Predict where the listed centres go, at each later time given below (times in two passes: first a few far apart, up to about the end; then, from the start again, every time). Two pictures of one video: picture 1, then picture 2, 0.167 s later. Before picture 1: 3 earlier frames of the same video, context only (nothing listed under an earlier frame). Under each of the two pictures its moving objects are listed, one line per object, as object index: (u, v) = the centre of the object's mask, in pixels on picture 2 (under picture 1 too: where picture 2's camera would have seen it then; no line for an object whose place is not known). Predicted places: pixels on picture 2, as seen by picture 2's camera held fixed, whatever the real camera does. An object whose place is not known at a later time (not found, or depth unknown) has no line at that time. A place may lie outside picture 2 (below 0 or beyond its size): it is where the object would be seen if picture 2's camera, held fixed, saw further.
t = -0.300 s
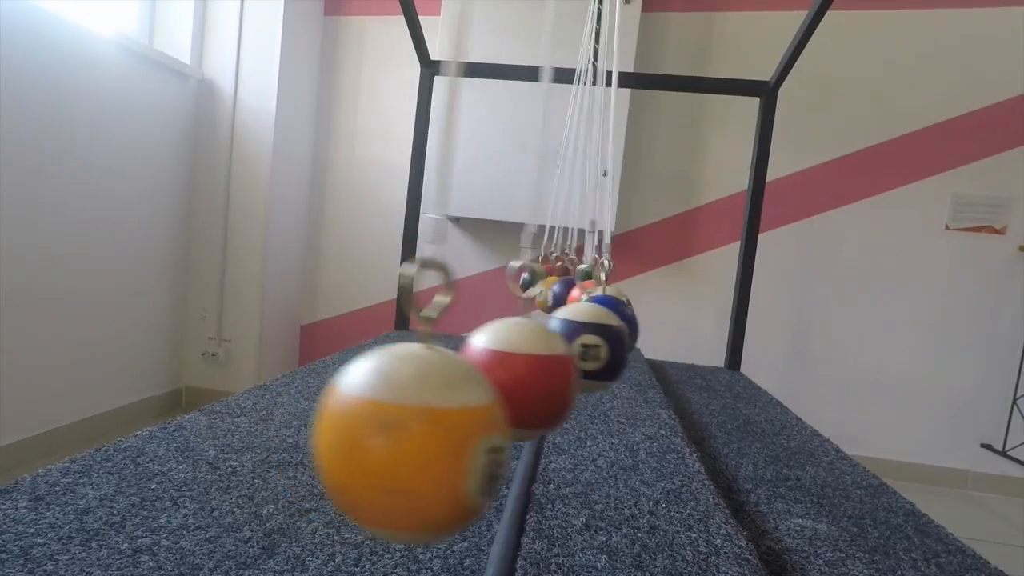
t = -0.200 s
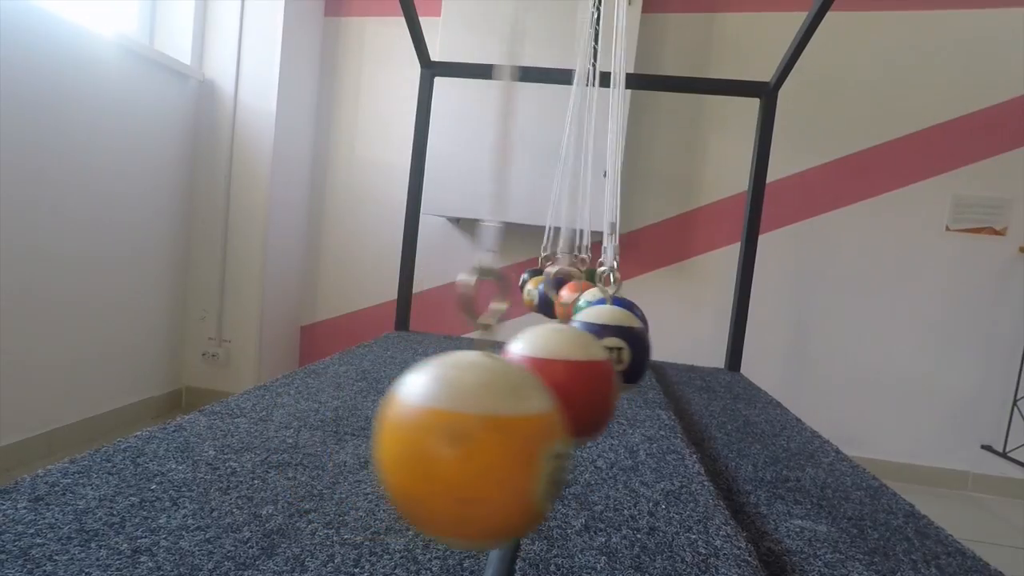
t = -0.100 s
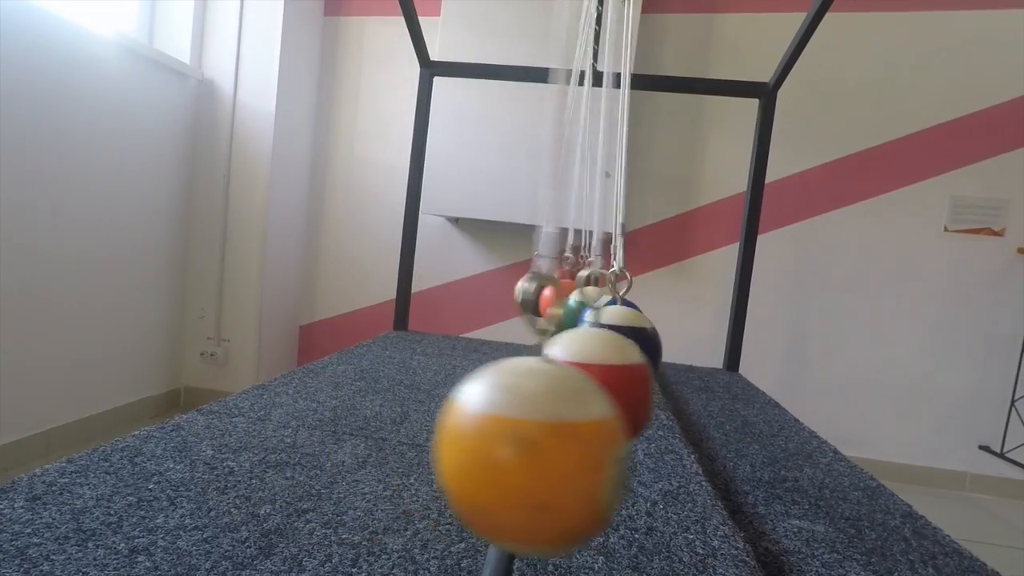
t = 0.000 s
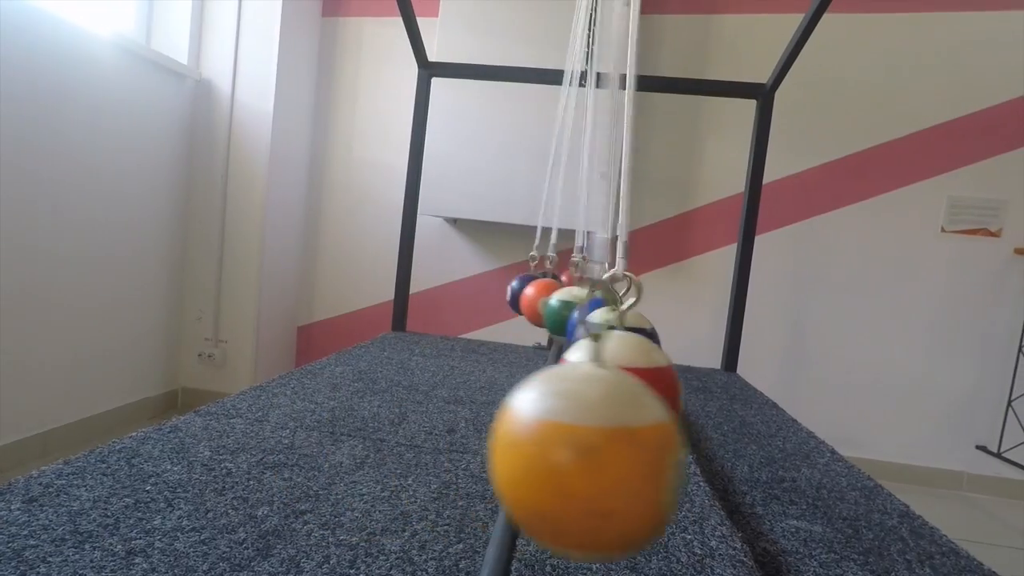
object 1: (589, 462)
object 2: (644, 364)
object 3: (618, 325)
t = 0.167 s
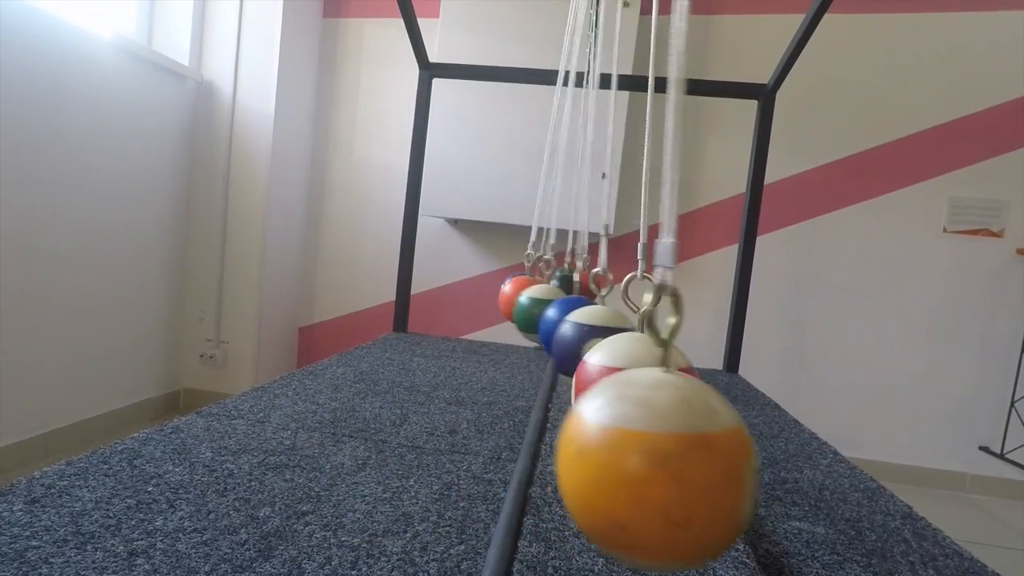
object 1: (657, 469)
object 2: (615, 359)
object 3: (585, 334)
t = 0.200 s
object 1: (665, 470)
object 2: (615, 362)
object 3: (578, 338)
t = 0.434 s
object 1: (652, 473)
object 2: (571, 371)
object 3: (517, 336)
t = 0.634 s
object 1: (552, 467)
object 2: (493, 358)
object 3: (463, 320)
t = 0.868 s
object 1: (406, 448)
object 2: (435, 339)
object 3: (479, 317)
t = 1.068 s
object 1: (325, 432)
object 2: (424, 351)
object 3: (489, 333)
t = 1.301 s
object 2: (456, 366)
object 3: (547, 344)
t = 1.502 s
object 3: (605, 347)
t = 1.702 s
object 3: (640, 330)
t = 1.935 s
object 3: (585, 339)
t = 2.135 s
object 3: (540, 342)
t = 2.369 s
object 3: (476, 331)
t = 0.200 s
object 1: (665, 470)
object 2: (615, 362)
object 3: (578, 338)
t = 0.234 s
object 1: (671, 471)
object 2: (613, 365)
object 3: (571, 338)
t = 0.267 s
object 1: (674, 472)
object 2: (609, 367)
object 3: (563, 338)
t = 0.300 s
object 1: (674, 473)
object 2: (604, 369)
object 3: (555, 339)
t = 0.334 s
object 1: (673, 473)
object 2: (597, 371)
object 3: (546, 338)
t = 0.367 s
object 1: (668, 474)
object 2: (589, 372)
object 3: (537, 338)
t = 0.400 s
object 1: (661, 473)
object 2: (581, 371)
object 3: (527, 338)
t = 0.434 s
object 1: (652, 473)
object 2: (571, 371)
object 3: (517, 336)
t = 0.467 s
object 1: (640, 473)
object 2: (559, 370)
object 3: (508, 334)
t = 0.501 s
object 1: (626, 472)
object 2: (547, 368)
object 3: (498, 332)
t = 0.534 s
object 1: (611, 471)
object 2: (534, 366)
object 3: (488, 330)
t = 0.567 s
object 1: (593, 469)
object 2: (522, 363)
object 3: (479, 327)
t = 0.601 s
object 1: (574, 468)
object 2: (509, 360)
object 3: (471, 323)
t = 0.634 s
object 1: (552, 467)
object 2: (493, 358)
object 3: (463, 320)
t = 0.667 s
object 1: (531, 465)
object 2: (482, 353)
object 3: (458, 316)
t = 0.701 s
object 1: (510, 463)
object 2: (468, 349)
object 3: (454, 311)
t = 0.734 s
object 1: (488, 460)
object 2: (453, 346)
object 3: (448, 308)
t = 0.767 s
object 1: (466, 457)
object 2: (439, 342)
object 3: (452, 305)
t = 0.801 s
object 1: (446, 454)
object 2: (439, 340)
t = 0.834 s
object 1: (426, 451)
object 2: (436, 338)
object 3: (470, 309)
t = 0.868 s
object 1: (406, 448)
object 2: (435, 339)
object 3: (479, 317)
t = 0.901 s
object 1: (389, 445)
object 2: (435, 340)
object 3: (475, 318)
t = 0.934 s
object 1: (373, 442)
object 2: (443, 343)
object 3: (475, 321)
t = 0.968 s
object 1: (358, 439)
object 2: (435, 344)
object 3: (477, 325)
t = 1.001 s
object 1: (345, 436)
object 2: (429, 346)
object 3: (480, 328)
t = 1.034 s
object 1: (334, 434)
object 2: (425, 348)
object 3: (484, 331)
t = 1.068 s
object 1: (325, 432)
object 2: (424, 351)
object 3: (489, 333)
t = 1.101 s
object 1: (318, 430)
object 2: (424, 354)
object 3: (495, 335)
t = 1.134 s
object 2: (426, 356)
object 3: (502, 337)
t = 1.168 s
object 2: (429, 359)
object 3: (510, 339)
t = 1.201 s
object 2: (434, 361)
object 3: (518, 340)
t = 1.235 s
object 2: (440, 363)
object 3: (527, 342)
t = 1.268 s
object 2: (447, 365)
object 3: (537, 343)
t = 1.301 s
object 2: (456, 366)
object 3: (547, 344)
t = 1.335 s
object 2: (466, 368)
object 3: (557, 346)
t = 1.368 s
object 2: (476, 371)
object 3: (567, 346)
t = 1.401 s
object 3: (577, 347)
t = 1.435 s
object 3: (587, 347)
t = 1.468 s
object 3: (597, 347)
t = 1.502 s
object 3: (605, 347)
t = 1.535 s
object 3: (614, 346)
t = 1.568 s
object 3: (621, 344)
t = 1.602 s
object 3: (627, 342)
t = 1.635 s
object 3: (633, 338)
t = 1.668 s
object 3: (637, 334)
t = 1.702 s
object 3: (640, 330)
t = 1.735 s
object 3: (632, 326)
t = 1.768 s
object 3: (629, 323)
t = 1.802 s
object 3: (600, 324)
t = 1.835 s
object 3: (593, 330)
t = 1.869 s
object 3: (593, 332)
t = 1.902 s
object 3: (587, 336)
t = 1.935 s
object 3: (585, 339)
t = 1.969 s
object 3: (579, 340)
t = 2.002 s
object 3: (572, 342)
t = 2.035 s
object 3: (565, 342)
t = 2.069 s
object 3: (557, 342)
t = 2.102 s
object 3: (549, 342)
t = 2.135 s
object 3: (540, 342)
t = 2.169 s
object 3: (530, 341)
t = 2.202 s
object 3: (521, 340)
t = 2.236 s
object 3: (512, 339)
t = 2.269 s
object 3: (502, 337)
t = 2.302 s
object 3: (493, 336)
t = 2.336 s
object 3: (484, 334)
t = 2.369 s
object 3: (476, 331)
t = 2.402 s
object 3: (468, 328)
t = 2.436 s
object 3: (462, 325)
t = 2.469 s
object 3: (457, 322)
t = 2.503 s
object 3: (454, 317)
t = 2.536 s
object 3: (454, 313)
